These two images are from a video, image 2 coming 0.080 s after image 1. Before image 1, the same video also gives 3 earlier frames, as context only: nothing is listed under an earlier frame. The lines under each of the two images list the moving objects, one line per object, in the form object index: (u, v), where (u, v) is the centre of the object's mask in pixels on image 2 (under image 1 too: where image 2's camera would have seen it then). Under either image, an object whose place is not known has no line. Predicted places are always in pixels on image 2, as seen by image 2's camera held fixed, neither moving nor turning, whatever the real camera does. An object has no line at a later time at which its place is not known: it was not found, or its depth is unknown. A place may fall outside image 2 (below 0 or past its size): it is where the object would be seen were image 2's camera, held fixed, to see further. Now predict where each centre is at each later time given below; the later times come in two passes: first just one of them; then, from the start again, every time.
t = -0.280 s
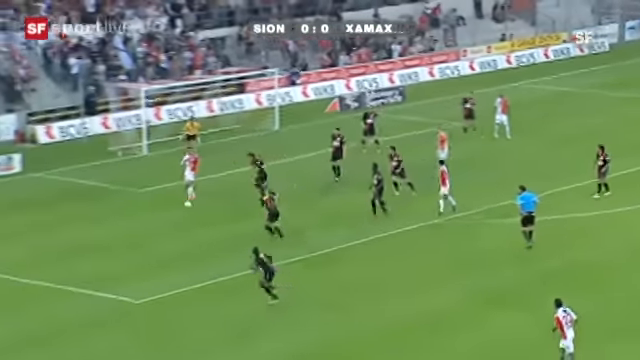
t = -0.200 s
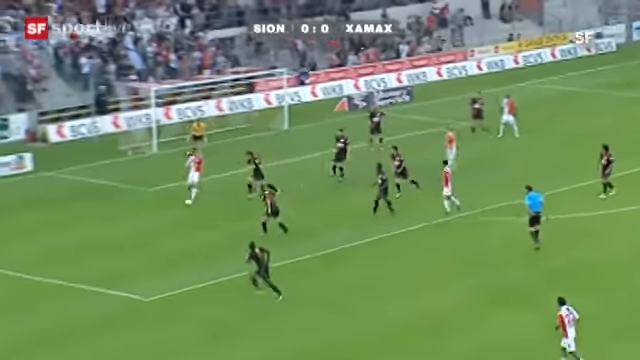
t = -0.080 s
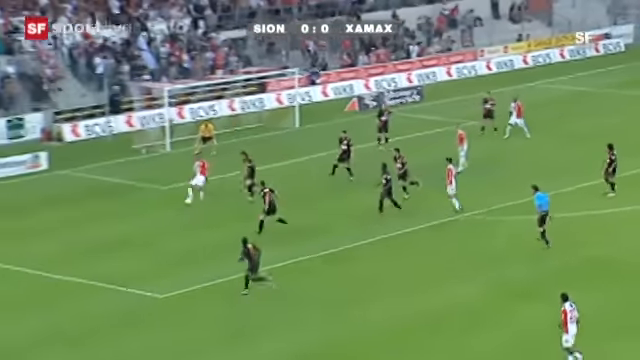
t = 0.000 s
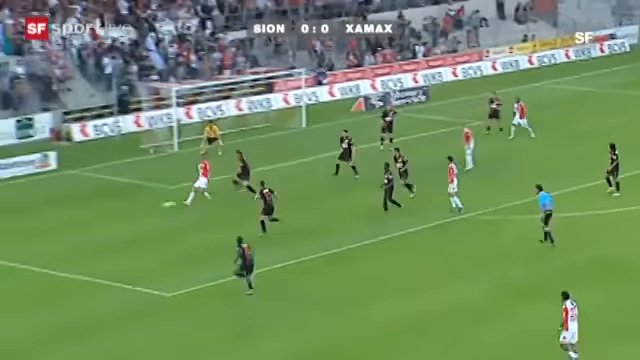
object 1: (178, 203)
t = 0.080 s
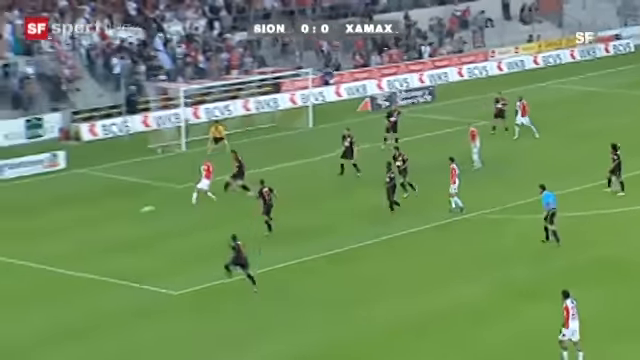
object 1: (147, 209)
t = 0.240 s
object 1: (93, 219)
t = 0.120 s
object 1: (132, 213)
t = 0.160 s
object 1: (118, 216)
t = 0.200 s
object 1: (104, 218)
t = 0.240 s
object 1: (93, 219)
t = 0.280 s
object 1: (80, 221)
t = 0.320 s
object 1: (67, 225)
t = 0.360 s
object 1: (56, 227)
